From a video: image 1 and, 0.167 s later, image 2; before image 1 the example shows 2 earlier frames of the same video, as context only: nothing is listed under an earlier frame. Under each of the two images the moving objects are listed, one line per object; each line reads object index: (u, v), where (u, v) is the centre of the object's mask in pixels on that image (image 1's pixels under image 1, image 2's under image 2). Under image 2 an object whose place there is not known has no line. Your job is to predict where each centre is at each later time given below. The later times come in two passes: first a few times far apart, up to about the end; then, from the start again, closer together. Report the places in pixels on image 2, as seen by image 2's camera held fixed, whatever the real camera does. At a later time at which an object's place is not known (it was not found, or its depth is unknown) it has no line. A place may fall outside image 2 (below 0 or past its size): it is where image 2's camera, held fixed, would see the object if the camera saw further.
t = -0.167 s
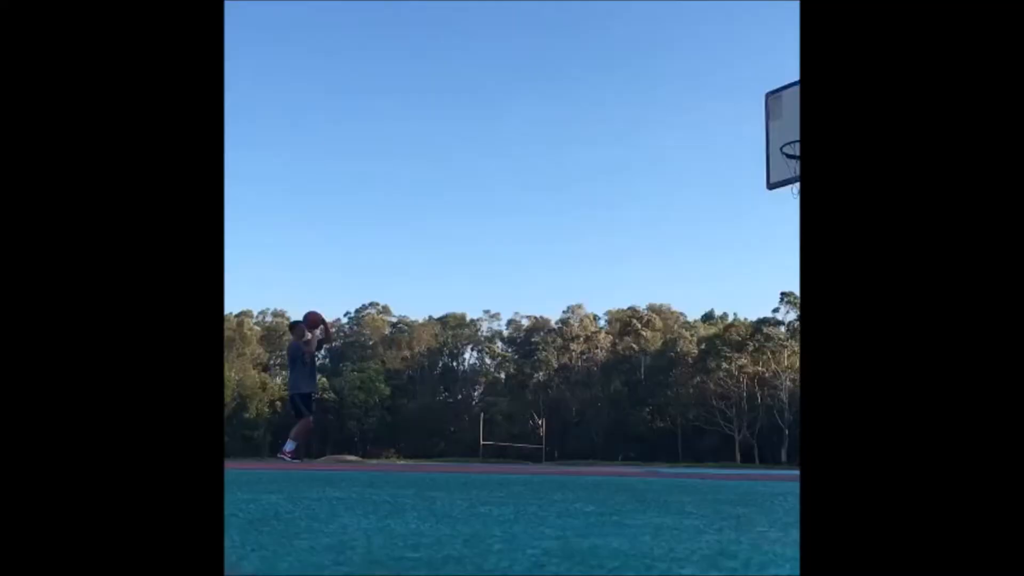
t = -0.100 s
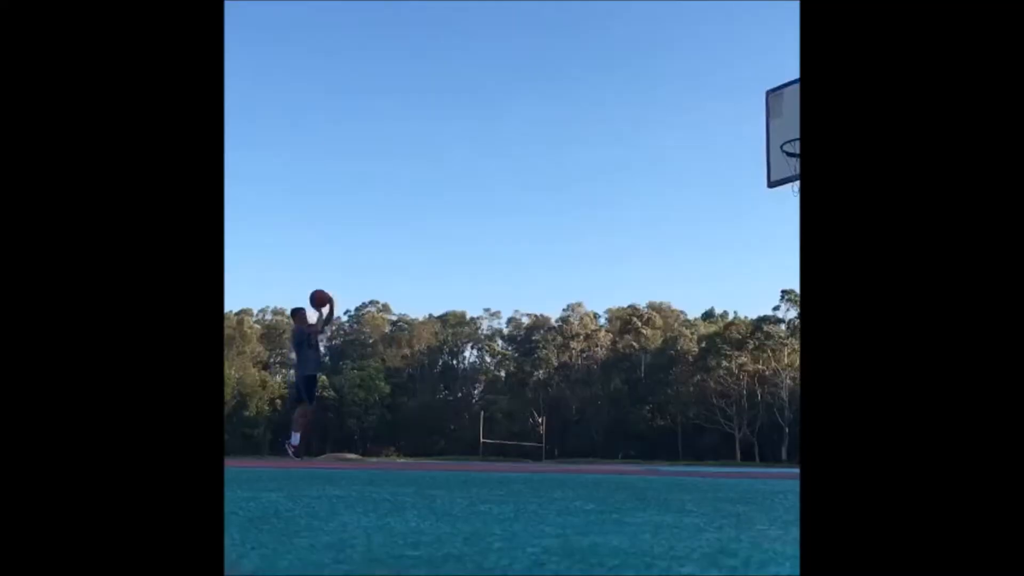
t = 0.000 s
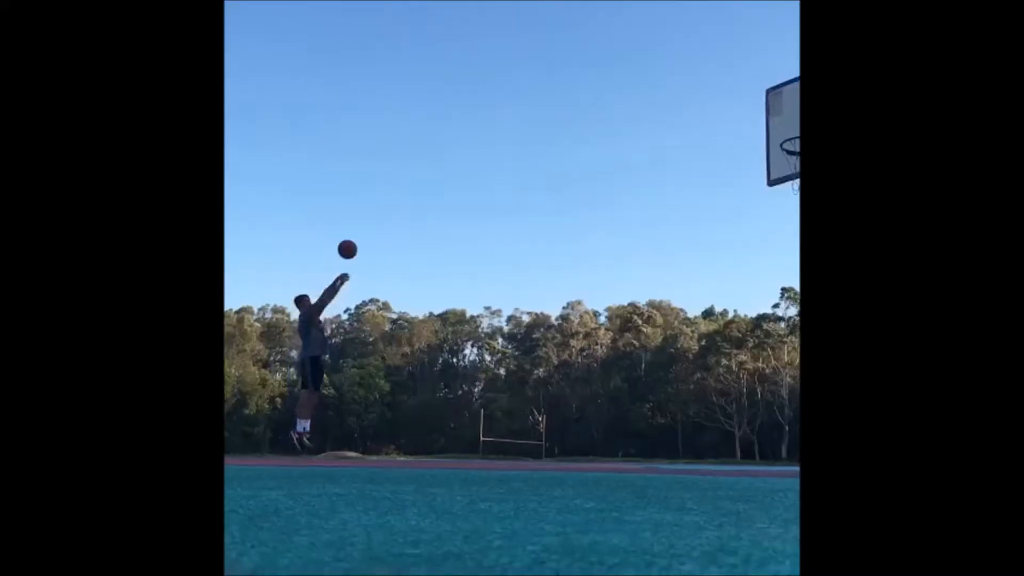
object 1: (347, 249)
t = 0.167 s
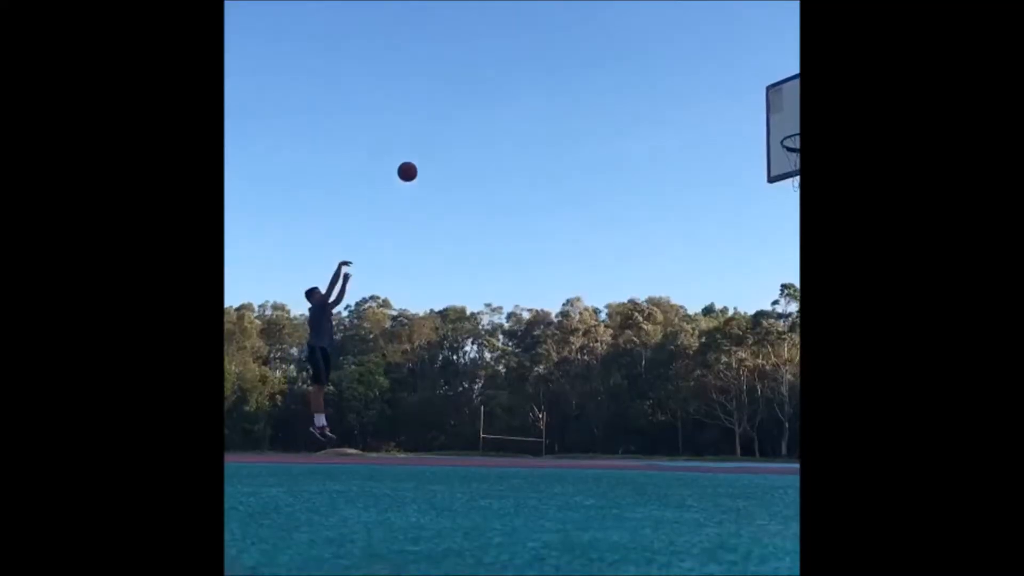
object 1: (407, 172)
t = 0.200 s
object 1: (419, 159)
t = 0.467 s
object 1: (517, 82)
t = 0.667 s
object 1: (595, 55)
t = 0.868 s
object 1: (679, 61)
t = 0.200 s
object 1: (419, 159)
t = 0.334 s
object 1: (468, 114)
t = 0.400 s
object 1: (492, 96)
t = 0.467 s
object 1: (517, 82)
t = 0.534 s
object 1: (543, 70)
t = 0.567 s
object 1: (556, 65)
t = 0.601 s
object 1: (569, 61)
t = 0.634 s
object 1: (582, 58)
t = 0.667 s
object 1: (595, 55)
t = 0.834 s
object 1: (664, 58)
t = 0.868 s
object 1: (679, 61)
